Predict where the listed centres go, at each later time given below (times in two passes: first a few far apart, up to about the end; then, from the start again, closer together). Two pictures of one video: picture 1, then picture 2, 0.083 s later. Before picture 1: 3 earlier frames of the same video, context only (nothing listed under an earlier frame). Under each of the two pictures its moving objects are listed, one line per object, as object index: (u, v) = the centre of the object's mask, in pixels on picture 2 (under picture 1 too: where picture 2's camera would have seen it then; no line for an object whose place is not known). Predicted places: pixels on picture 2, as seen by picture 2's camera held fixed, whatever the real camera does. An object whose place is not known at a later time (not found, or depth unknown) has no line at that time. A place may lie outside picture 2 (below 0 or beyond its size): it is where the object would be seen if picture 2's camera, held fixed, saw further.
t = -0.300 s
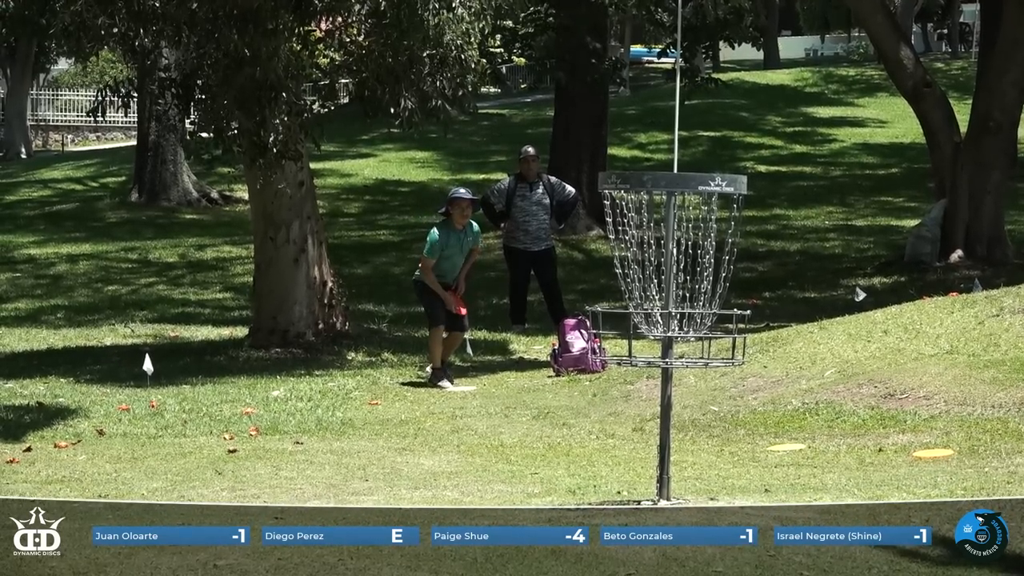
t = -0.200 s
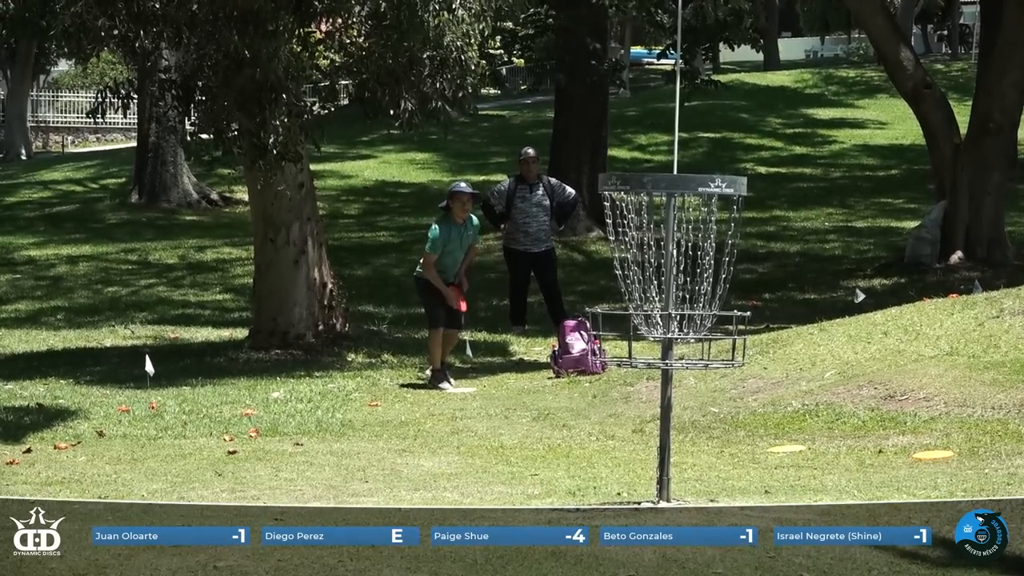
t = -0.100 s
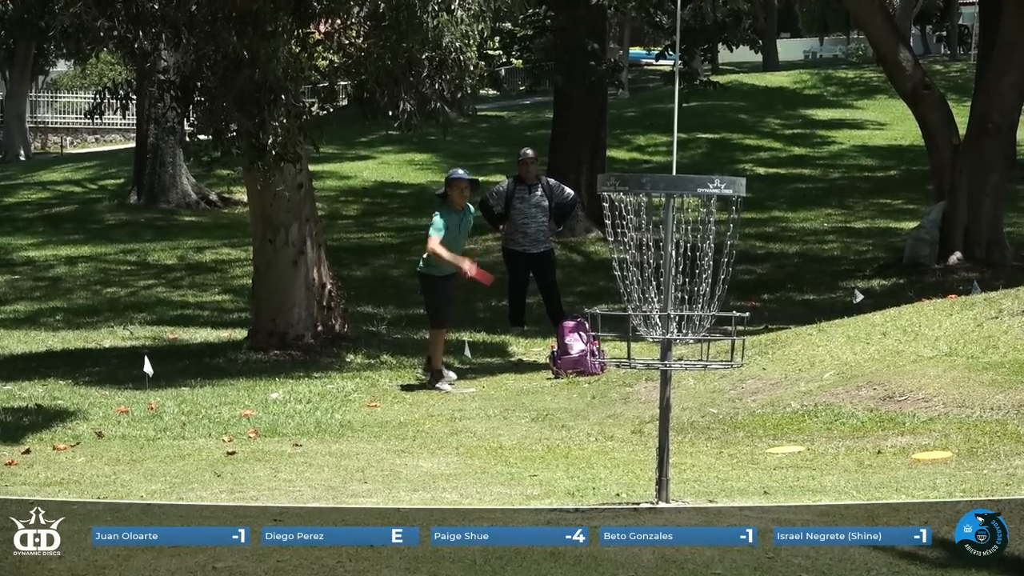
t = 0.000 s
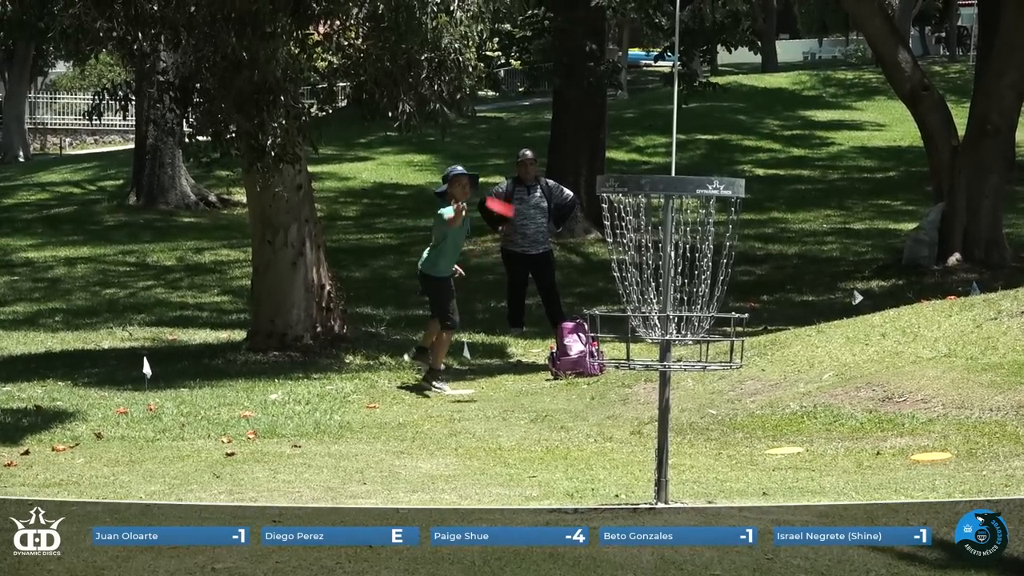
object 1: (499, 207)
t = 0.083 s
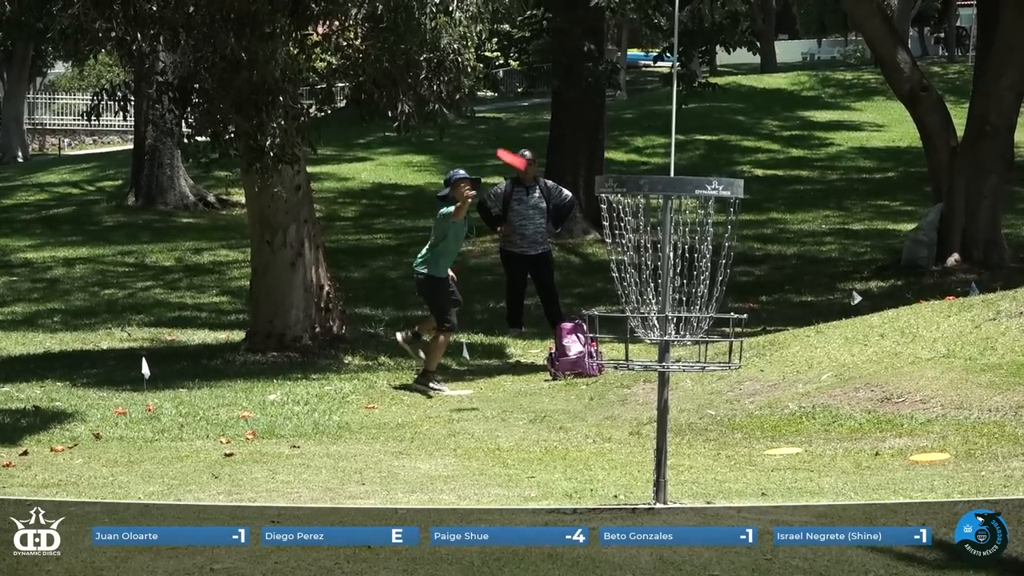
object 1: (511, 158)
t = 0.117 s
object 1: (515, 142)
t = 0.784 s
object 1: (639, 205)
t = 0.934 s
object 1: (681, 284)
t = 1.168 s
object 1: (698, 296)
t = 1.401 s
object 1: (680, 302)
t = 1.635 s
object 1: (680, 313)
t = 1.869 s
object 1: (684, 312)
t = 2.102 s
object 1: (670, 320)
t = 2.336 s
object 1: (670, 321)
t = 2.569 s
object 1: (660, 322)
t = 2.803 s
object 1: (659, 323)
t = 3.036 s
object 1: (652, 321)
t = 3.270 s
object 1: (667, 325)
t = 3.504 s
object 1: (663, 323)
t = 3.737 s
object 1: (660, 325)
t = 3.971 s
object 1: (660, 326)
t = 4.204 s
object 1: (659, 324)
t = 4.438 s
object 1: (659, 325)
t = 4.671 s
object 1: (659, 325)
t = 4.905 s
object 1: (661, 325)
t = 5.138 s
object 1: (659, 325)
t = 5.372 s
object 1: (659, 325)
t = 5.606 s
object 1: (661, 328)
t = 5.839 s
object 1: (663, 325)
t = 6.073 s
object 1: (659, 325)
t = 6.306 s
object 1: (659, 325)
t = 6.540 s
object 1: (660, 325)
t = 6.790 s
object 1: (660, 325)
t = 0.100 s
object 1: (511, 151)
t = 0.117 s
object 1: (515, 142)
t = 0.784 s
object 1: (639, 205)
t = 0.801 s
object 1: (634, 210)
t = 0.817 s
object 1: (639, 221)
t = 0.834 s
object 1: (646, 232)
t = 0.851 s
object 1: (647, 240)
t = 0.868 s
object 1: (652, 251)
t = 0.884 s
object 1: (678, 280)
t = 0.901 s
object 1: (674, 277)
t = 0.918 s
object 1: (680, 283)
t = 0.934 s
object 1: (681, 284)
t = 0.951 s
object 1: (683, 286)
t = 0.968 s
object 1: (687, 289)
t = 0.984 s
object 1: (689, 292)
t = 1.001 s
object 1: (693, 297)
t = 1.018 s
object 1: (695, 298)
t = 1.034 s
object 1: (696, 298)
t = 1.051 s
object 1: (697, 295)
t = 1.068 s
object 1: (698, 296)
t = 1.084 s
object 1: (698, 295)
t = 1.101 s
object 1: (698, 295)
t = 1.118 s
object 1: (698, 295)
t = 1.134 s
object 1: (698, 296)
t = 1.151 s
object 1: (698, 296)
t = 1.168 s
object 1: (698, 296)
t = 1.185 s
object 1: (698, 299)
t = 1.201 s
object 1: (698, 298)
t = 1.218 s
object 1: (697, 301)
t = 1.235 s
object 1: (697, 301)
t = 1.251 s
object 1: (695, 303)
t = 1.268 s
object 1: (693, 304)
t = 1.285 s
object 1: (692, 305)
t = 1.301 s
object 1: (691, 306)
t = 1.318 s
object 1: (687, 301)
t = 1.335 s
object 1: (687, 302)
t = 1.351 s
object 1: (682, 303)
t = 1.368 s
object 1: (683, 306)
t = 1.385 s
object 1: (683, 307)
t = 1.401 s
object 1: (680, 302)
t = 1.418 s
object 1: (680, 302)
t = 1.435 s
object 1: (680, 302)
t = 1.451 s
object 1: (679, 303)
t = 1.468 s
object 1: (679, 302)
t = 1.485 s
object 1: (678, 302)
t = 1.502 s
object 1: (678, 303)
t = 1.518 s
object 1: (678, 304)
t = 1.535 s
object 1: (678, 304)
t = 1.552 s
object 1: (682, 313)
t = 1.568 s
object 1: (682, 313)
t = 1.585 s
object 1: (682, 314)
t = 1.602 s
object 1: (680, 313)
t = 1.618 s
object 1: (680, 313)
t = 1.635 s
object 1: (680, 313)
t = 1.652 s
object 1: (681, 313)
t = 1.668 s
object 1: (681, 313)
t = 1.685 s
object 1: (682, 313)
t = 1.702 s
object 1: (684, 315)
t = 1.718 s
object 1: (684, 315)
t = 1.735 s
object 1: (683, 314)
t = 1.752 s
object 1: (683, 313)
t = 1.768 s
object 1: (684, 312)
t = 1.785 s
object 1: (685, 312)
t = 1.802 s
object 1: (685, 312)
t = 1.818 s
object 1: (685, 312)
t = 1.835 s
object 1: (685, 312)
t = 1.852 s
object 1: (684, 312)
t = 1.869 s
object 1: (684, 312)
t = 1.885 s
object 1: (683, 314)
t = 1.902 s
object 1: (683, 314)
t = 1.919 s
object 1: (677, 314)
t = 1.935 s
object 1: (676, 315)
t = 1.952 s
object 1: (676, 317)
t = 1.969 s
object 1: (675, 318)
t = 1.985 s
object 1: (671, 320)
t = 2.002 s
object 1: (670, 320)
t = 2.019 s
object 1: (670, 320)
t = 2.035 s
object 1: (670, 319)
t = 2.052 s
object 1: (670, 319)
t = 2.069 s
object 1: (671, 319)
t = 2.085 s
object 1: (661, 319)
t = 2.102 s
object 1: (670, 320)
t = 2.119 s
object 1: (670, 321)
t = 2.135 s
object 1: (670, 320)
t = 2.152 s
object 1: (671, 319)
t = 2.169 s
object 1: (670, 320)
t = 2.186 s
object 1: (659, 318)
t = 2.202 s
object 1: (671, 319)
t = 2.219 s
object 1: (671, 320)
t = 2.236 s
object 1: (671, 320)
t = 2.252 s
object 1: (671, 320)
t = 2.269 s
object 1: (670, 319)
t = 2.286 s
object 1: (671, 319)
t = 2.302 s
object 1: (670, 320)
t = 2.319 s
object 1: (670, 320)
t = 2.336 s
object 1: (670, 321)
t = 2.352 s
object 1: (670, 322)
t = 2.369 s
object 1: (669, 322)
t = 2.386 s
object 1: (669, 320)
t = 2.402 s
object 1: (661, 322)
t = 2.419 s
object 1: (662, 322)
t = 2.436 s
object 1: (661, 322)
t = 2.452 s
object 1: (662, 322)
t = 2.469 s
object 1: (661, 322)
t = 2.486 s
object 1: (662, 322)
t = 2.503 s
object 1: (661, 322)
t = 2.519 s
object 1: (661, 322)
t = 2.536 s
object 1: (661, 322)
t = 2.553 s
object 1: (661, 322)
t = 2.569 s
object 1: (660, 322)
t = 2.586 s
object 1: (660, 322)
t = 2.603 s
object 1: (660, 323)
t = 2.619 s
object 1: (660, 323)
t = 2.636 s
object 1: (660, 322)
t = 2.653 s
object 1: (659, 323)
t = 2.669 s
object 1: (660, 323)
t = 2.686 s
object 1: (660, 323)
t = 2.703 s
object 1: (659, 323)
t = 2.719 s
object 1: (659, 323)
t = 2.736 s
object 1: (660, 323)
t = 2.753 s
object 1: (660, 323)
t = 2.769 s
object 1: (660, 323)
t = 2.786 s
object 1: (660, 323)
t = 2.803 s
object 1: (659, 323)
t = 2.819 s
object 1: (660, 324)
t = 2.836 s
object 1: (659, 324)
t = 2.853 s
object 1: (659, 325)
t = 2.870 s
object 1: (659, 325)
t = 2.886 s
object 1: (659, 325)
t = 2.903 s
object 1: (659, 325)
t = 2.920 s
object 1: (659, 325)
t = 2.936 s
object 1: (659, 325)
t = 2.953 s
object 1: (659, 325)
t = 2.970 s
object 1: (660, 325)
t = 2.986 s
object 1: (660, 325)
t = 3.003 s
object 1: (660, 324)
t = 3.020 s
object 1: (659, 324)
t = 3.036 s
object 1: (652, 321)
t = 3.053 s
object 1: (660, 326)
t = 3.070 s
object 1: (652, 321)
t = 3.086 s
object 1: (659, 324)
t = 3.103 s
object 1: (659, 325)
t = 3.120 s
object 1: (652, 321)
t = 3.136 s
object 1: (660, 325)
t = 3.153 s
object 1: (668, 324)
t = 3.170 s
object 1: (667, 324)
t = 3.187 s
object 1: (668, 324)
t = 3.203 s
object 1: (668, 325)
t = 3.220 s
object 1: (667, 325)
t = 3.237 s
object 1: (667, 326)
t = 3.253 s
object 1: (667, 325)
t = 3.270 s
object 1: (667, 325)
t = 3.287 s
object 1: (668, 325)
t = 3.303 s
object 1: (667, 326)
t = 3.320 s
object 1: (667, 325)
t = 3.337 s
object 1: (667, 325)
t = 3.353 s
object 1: (667, 324)
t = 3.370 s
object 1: (667, 324)
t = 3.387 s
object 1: (667, 325)
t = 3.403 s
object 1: (667, 324)
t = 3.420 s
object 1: (667, 324)
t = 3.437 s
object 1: (661, 323)
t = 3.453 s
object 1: (659, 324)
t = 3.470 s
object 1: (661, 324)
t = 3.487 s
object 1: (660, 324)
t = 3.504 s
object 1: (663, 323)
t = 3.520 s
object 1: (659, 324)
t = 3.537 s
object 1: (664, 323)
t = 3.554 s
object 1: (659, 324)
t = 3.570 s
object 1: (664, 323)
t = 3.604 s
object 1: (659, 325)
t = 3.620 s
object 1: (661, 326)
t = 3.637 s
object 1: (660, 325)
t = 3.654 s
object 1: (661, 325)
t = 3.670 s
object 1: (660, 323)
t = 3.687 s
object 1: (661, 325)
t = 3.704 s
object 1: (660, 325)
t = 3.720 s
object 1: (660, 324)
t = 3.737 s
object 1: (660, 325)
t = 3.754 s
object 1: (661, 325)
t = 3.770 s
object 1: (660, 324)
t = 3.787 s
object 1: (661, 325)
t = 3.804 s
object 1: (661, 325)
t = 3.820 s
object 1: (661, 325)
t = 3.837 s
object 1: (661, 325)
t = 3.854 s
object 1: (661, 325)
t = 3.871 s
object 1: (661, 325)
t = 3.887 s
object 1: (661, 326)
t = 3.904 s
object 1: (661, 326)
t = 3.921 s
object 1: (660, 323)
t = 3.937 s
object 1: (660, 324)
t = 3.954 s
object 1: (660, 324)
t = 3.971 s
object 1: (660, 326)
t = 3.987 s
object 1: (660, 324)
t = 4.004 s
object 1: (660, 325)
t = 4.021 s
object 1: (660, 327)
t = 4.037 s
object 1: (660, 325)
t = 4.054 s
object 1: (660, 324)
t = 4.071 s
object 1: (659, 325)
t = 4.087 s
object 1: (659, 325)
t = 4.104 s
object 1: (659, 325)
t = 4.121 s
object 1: (659, 325)
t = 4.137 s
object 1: (660, 325)
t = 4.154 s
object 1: (659, 325)
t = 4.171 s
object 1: (660, 324)
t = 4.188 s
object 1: (660, 325)
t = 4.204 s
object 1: (659, 324)
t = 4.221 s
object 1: (660, 324)
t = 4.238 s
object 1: (659, 324)
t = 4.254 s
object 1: (660, 327)
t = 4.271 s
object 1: (659, 324)
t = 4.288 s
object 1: (659, 324)
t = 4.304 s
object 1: (660, 324)
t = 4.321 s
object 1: (659, 325)
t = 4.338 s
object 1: (659, 325)
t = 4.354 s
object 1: (659, 325)
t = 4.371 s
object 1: (659, 325)
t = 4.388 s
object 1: (659, 325)
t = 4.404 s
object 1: (659, 325)
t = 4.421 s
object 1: (659, 326)
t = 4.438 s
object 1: (659, 325)
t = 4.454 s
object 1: (660, 325)
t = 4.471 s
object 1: (660, 325)
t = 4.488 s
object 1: (660, 325)
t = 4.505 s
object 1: (660, 325)
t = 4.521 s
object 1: (660, 325)
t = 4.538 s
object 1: (660, 325)
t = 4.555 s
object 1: (660, 325)
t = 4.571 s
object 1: (660, 325)
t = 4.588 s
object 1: (660, 324)
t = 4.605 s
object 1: (660, 324)
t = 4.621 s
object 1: (660, 325)
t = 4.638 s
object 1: (659, 325)
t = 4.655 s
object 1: (661, 323)
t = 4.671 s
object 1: (659, 325)
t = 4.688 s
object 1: (660, 325)
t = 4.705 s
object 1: (661, 324)
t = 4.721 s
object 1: (660, 323)
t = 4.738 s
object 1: (660, 324)
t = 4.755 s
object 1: (660, 325)
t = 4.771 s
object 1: (661, 324)
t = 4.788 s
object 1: (661, 325)
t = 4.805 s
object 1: (660, 325)
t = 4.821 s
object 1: (660, 325)
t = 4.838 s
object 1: (660, 325)
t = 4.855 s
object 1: (661, 325)
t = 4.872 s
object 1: (659, 325)
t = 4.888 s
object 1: (661, 325)
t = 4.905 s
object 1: (661, 325)
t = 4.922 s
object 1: (660, 325)
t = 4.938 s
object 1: (660, 325)
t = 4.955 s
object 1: (660, 325)
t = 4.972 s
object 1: (660, 325)
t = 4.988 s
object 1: (660, 325)
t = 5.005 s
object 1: (660, 324)
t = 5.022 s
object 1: (660, 324)
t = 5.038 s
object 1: (661, 324)
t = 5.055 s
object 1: (660, 324)
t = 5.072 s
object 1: (659, 324)
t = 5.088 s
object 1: (661, 326)
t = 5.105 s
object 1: (659, 324)
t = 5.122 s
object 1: (660, 325)
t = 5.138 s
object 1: (659, 325)
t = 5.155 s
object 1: (660, 325)
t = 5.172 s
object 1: (659, 325)
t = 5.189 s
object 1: (660, 325)
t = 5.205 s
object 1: (659, 326)
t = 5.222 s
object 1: (659, 325)
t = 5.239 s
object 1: (659, 325)
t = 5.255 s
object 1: (659, 325)
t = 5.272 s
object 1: (658, 325)
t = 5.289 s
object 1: (659, 325)
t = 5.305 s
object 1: (659, 325)
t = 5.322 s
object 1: (659, 325)
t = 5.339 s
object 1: (659, 326)
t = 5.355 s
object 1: (660, 324)
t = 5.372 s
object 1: (659, 325)
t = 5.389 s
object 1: (659, 326)
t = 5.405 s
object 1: (661, 326)
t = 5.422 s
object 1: (659, 326)
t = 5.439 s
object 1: (660, 324)
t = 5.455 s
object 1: (660, 325)
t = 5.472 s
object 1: (661, 325)
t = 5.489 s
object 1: (659, 325)
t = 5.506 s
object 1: (668, 326)
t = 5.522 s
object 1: (659, 326)
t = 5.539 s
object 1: (660, 327)
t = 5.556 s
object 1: (659, 325)
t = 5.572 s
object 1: (662, 328)
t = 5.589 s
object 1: (669, 325)
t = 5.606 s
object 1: (661, 328)
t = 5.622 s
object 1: (669, 325)
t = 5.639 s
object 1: (661, 328)
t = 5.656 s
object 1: (660, 326)
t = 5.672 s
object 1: (661, 327)
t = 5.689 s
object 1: (660, 324)
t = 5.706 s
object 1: (660, 324)
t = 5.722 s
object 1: (660, 324)
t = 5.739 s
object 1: (661, 325)
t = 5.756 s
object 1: (662, 326)
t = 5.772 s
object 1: (660, 325)
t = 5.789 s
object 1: (662, 326)
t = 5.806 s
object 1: (660, 325)
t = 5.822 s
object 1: (660, 325)
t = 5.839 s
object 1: (663, 325)
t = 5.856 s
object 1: (660, 325)
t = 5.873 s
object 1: (661, 325)
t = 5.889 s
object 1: (659, 326)
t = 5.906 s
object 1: (660, 323)
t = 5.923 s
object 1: (660, 324)
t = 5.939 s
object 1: (660, 325)
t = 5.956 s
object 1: (659, 325)
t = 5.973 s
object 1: (660, 325)
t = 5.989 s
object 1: (660, 325)
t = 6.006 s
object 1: (659, 325)
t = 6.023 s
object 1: (659, 325)
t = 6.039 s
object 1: (660, 323)
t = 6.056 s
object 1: (651, 321)
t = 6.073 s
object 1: (659, 325)
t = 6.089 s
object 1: (659, 325)
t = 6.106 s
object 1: (659, 325)
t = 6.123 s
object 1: (651, 322)
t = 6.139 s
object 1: (659, 325)
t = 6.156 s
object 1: (659, 325)
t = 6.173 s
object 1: (659, 325)
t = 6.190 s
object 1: (659, 325)
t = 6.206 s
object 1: (660, 325)
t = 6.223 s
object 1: (660, 323)
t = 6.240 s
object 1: (660, 325)
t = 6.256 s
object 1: (661, 323)
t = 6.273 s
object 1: (659, 325)
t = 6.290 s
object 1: (660, 325)
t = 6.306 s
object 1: (659, 325)
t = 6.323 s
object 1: (660, 325)
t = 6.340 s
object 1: (660, 323)
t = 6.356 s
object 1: (661, 324)
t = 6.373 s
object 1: (659, 325)
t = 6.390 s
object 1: (660, 323)
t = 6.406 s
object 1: (659, 325)
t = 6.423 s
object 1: (666, 324)
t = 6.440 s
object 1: (661, 324)
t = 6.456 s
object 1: (664, 323)
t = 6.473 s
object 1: (651, 322)
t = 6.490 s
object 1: (659, 324)
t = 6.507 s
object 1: (666, 324)
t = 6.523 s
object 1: (668, 326)
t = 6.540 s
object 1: (660, 325)
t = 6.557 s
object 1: (660, 325)
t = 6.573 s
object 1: (661, 325)
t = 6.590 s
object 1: (660, 326)
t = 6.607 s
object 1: (661, 324)
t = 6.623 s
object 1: (659, 324)
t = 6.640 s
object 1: (662, 325)
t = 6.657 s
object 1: (662, 325)
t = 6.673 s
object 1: (659, 325)
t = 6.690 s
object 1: (659, 325)
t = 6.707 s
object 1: (661, 325)
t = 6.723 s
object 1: (659, 325)
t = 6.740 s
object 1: (661, 323)
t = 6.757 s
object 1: (662, 325)
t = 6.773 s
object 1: (652, 322)
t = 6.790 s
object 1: (660, 325)
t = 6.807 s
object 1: (661, 326)
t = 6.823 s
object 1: (661, 324)
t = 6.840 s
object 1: (662, 324)
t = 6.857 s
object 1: (660, 324)
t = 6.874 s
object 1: (660, 325)
